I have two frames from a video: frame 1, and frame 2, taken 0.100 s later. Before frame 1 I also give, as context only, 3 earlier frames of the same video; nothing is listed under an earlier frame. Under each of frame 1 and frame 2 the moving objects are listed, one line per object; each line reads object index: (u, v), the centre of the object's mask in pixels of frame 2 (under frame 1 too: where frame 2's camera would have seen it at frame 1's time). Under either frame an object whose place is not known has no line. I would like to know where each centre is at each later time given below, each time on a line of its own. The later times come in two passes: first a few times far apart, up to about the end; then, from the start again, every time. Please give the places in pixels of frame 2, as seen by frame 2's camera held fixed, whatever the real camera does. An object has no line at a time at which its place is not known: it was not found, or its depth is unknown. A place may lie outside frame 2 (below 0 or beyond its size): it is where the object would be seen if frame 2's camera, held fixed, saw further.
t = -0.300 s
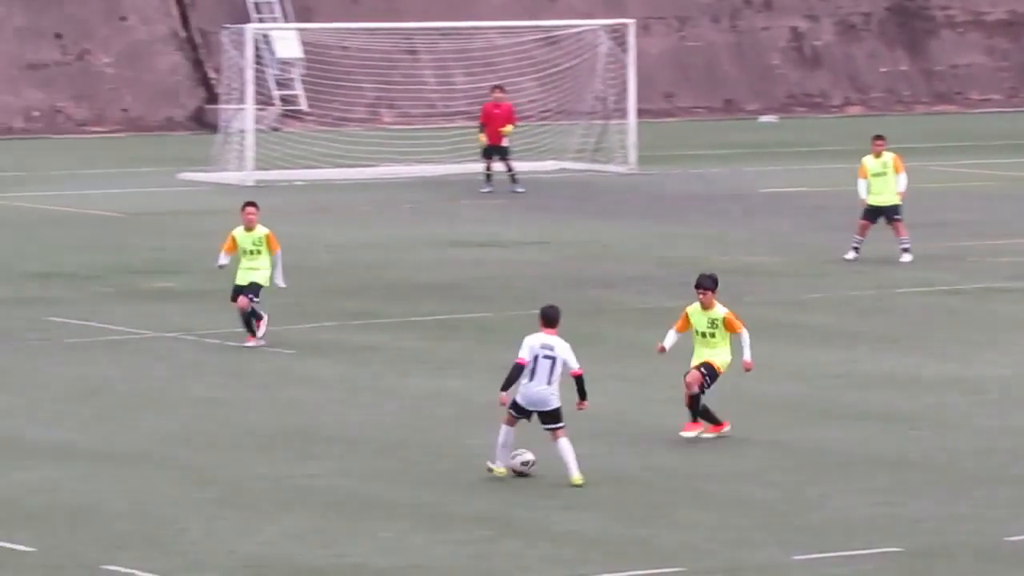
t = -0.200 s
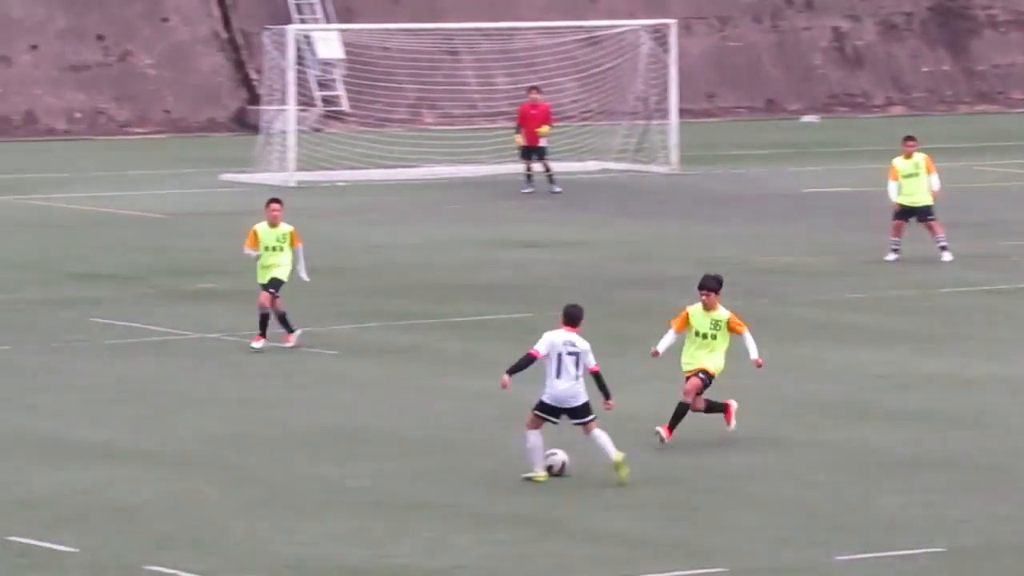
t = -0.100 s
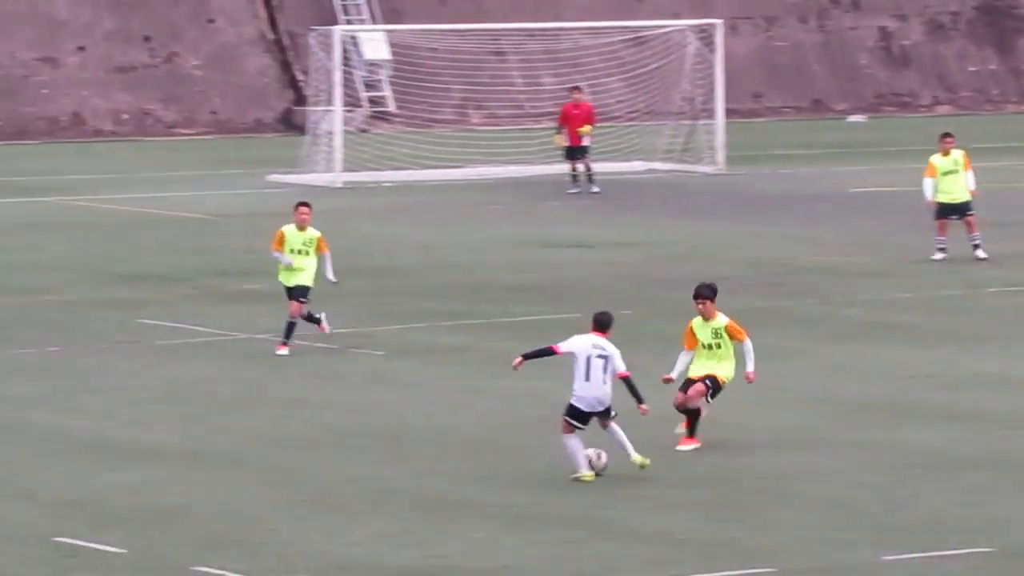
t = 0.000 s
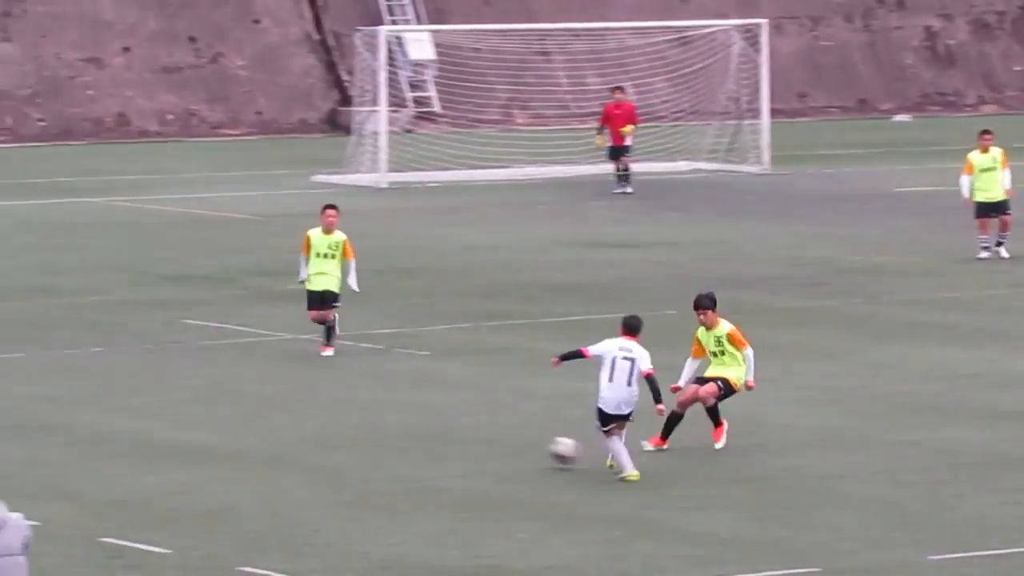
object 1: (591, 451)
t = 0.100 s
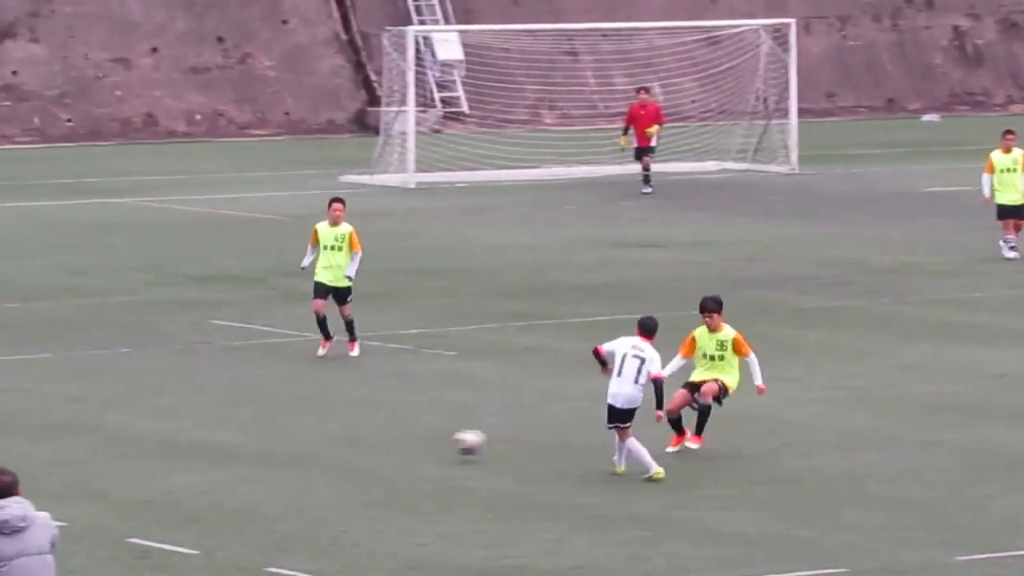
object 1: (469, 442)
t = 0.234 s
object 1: (318, 437)
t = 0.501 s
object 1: (61, 423)
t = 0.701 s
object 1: (-99, 418)
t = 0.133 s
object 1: (430, 443)
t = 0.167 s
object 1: (390, 444)
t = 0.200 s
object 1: (354, 442)
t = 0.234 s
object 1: (318, 437)
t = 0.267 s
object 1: (284, 434)
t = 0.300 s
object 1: (249, 432)
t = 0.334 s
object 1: (217, 431)
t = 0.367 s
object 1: (181, 433)
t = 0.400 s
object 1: (150, 432)
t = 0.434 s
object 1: (119, 427)
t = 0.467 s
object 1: (90, 425)
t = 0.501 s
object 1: (61, 423)
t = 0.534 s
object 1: (33, 423)
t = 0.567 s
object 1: (4, 424)
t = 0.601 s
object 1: (-22, 422)
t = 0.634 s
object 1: (-48, 419)
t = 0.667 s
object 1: (-74, 418)
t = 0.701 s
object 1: (-99, 418)
